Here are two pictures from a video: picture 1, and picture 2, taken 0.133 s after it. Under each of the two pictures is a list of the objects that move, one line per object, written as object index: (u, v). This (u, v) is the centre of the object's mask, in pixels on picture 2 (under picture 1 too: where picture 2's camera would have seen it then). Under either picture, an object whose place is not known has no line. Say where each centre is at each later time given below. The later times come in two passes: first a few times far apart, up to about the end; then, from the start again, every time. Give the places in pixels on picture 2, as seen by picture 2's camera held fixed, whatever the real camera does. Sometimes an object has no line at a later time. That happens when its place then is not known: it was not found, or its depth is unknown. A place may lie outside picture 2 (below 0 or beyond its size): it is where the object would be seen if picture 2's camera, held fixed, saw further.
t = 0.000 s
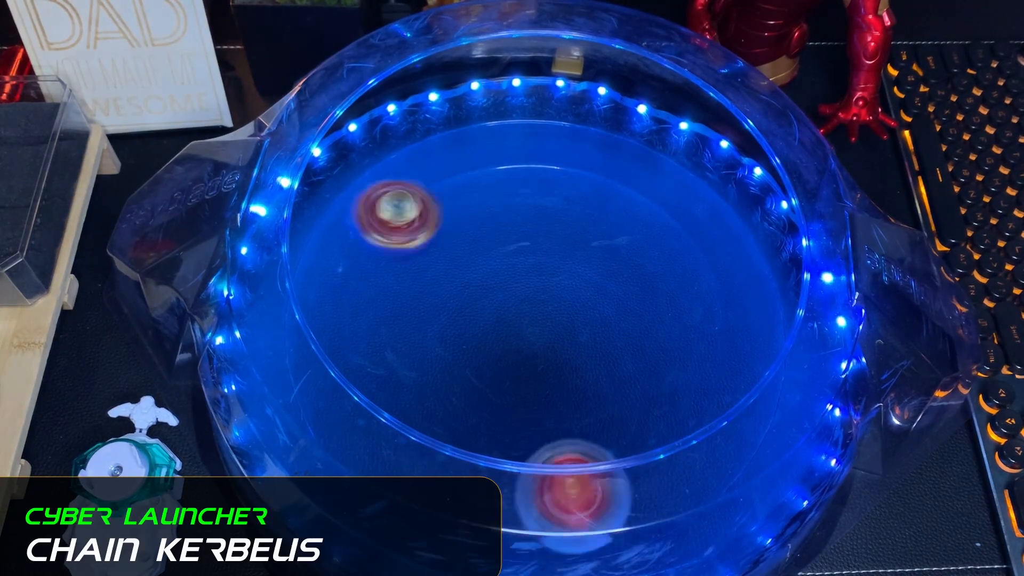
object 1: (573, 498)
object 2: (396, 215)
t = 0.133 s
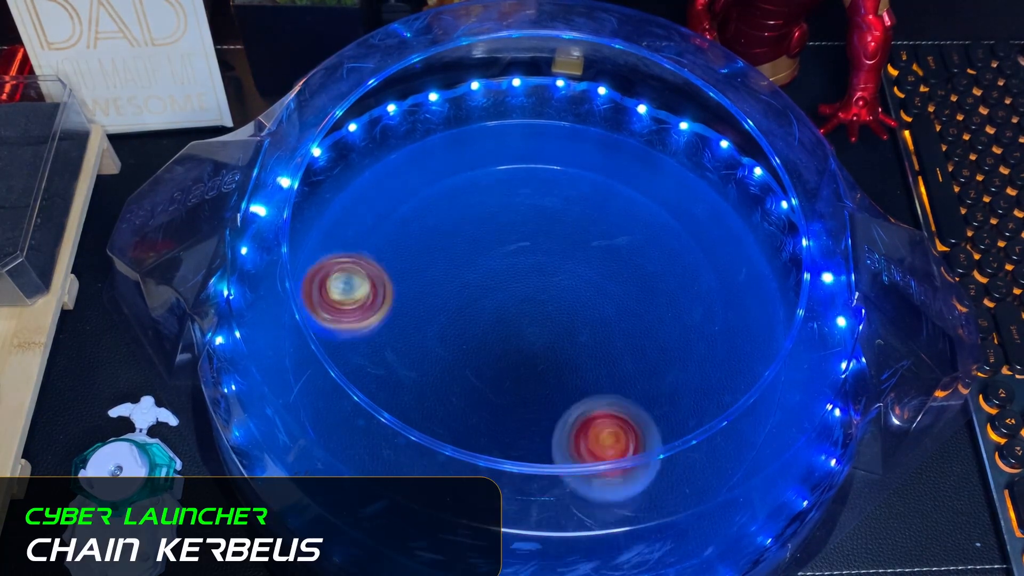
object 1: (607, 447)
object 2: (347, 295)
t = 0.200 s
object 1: (615, 410)
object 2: (348, 344)
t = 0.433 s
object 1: (563, 278)
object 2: (510, 434)
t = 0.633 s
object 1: (463, 275)
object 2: (662, 322)
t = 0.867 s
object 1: (452, 422)
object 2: (586, 163)
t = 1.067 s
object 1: (651, 460)
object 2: (453, 140)
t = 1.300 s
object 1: (780, 340)
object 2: (408, 142)
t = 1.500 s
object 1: (745, 265)
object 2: (403, 168)
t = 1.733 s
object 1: (724, 241)
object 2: (429, 285)
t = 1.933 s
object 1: (713, 226)
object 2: (566, 397)
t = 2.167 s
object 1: (704, 211)
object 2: (695, 297)
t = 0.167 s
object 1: (613, 428)
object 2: (347, 319)
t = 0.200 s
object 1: (615, 410)
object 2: (348, 344)
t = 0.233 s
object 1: (615, 390)
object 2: (354, 367)
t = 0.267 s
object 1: (613, 369)
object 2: (366, 387)
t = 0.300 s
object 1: (608, 349)
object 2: (384, 404)
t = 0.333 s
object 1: (600, 328)
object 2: (410, 417)
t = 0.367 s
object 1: (589, 309)
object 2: (441, 427)
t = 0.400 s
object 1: (577, 292)
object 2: (474, 432)
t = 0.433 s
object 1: (563, 278)
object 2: (510, 434)
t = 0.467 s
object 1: (549, 267)
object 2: (546, 426)
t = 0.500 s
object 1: (533, 261)
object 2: (580, 418)
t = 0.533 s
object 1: (516, 258)
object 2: (610, 402)
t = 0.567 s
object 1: (498, 260)
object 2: (634, 379)
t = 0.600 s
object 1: (480, 265)
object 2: (652, 352)
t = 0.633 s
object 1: (463, 275)
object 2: (662, 322)
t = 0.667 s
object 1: (447, 289)
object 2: (667, 294)
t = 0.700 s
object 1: (435, 307)
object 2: (664, 266)
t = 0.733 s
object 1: (427, 327)
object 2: (655, 239)
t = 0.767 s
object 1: (424, 351)
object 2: (644, 216)
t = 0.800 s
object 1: (427, 375)
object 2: (628, 195)
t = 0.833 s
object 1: (436, 398)
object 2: (607, 176)
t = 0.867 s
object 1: (452, 422)
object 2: (586, 163)
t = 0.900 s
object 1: (474, 435)
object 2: (564, 152)
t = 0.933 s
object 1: (507, 453)
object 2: (538, 147)
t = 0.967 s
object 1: (540, 474)
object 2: (512, 144)
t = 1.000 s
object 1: (576, 477)
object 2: (490, 142)
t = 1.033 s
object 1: (614, 472)
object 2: (470, 140)
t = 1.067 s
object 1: (651, 460)
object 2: (453, 140)
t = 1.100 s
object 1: (683, 444)
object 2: (443, 138)
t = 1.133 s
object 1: (712, 426)
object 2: (431, 138)
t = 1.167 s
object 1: (737, 409)
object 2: (423, 139)
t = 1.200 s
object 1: (757, 394)
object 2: (418, 138)
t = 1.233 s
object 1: (775, 378)
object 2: (414, 138)
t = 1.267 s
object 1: (781, 359)
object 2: (410, 140)
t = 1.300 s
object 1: (780, 340)
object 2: (408, 142)
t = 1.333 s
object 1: (774, 321)
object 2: (405, 144)
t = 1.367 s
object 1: (766, 304)
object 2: (404, 149)
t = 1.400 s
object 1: (758, 291)
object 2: (404, 151)
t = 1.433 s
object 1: (755, 280)
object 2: (403, 157)
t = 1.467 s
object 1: (750, 272)
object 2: (403, 163)
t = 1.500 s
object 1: (745, 265)
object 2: (403, 168)
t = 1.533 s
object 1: (740, 260)
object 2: (403, 176)
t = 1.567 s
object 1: (736, 256)
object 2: (407, 183)
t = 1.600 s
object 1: (733, 253)
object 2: (409, 197)
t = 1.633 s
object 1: (730, 250)
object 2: (412, 213)
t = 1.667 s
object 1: (728, 247)
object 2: (417, 234)
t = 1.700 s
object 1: (726, 244)
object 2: (422, 259)
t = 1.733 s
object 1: (724, 241)
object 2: (429, 285)
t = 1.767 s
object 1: (722, 238)
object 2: (440, 312)
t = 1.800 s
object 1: (720, 236)
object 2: (456, 341)
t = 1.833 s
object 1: (718, 233)
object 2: (478, 363)
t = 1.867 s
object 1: (716, 230)
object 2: (505, 381)
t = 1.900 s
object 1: (715, 228)
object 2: (535, 394)
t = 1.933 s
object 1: (713, 226)
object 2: (566, 397)
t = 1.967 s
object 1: (712, 223)
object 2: (597, 396)
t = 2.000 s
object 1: (711, 221)
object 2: (623, 386)
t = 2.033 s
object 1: (709, 218)
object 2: (647, 373)
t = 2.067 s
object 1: (708, 216)
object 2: (666, 357)
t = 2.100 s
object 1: (706, 214)
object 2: (680, 338)
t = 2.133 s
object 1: (705, 212)
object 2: (691, 318)
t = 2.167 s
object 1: (704, 211)
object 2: (695, 297)
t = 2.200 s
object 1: (710, 192)
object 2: (686, 296)
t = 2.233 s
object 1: (716, 156)
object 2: (667, 311)
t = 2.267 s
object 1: (707, 136)
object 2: (645, 327)
